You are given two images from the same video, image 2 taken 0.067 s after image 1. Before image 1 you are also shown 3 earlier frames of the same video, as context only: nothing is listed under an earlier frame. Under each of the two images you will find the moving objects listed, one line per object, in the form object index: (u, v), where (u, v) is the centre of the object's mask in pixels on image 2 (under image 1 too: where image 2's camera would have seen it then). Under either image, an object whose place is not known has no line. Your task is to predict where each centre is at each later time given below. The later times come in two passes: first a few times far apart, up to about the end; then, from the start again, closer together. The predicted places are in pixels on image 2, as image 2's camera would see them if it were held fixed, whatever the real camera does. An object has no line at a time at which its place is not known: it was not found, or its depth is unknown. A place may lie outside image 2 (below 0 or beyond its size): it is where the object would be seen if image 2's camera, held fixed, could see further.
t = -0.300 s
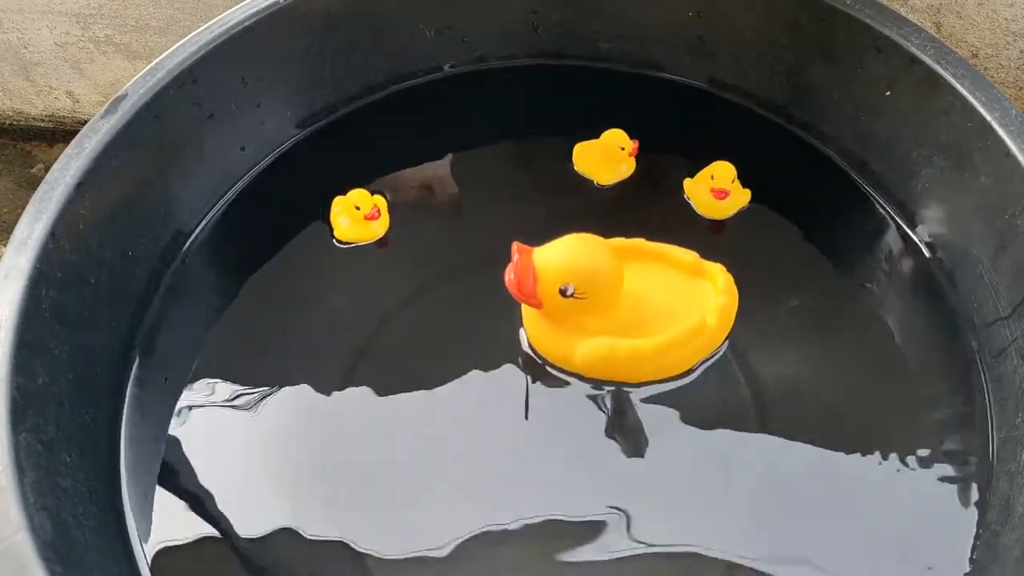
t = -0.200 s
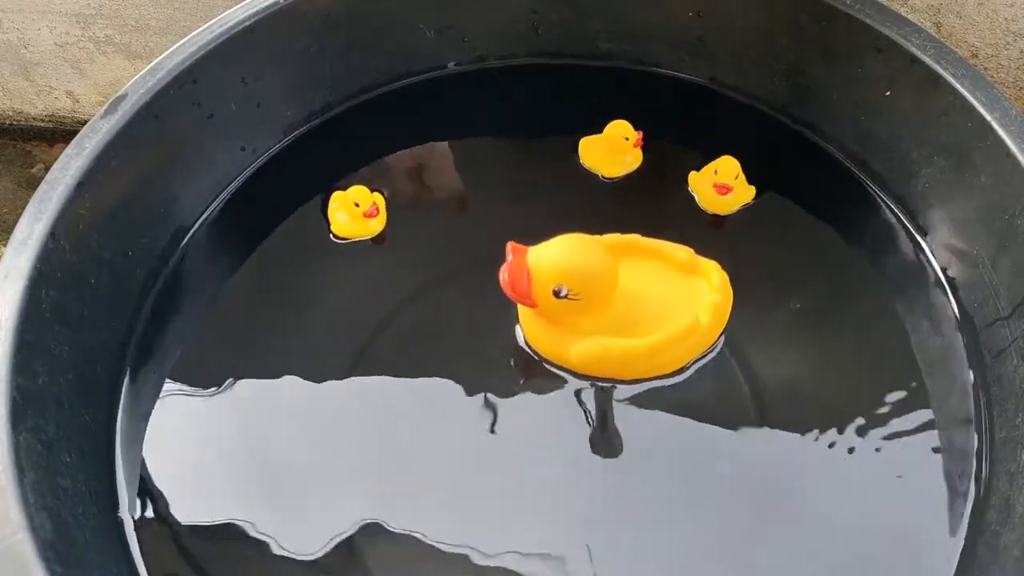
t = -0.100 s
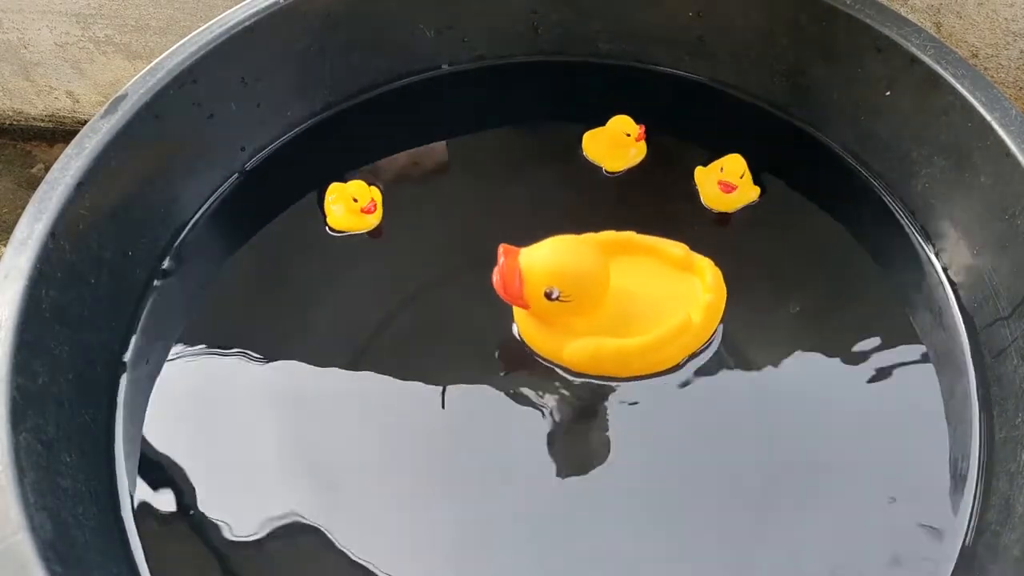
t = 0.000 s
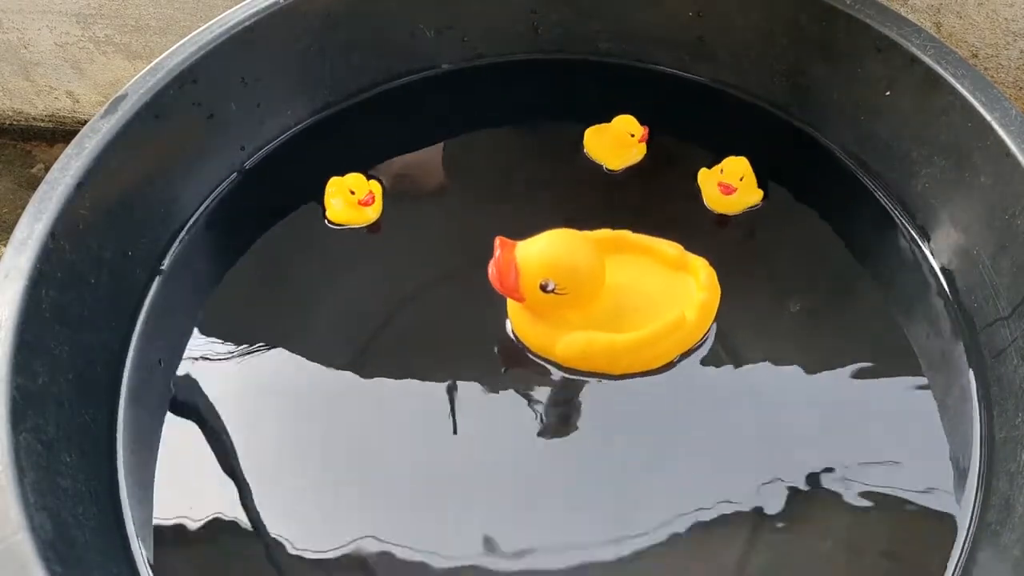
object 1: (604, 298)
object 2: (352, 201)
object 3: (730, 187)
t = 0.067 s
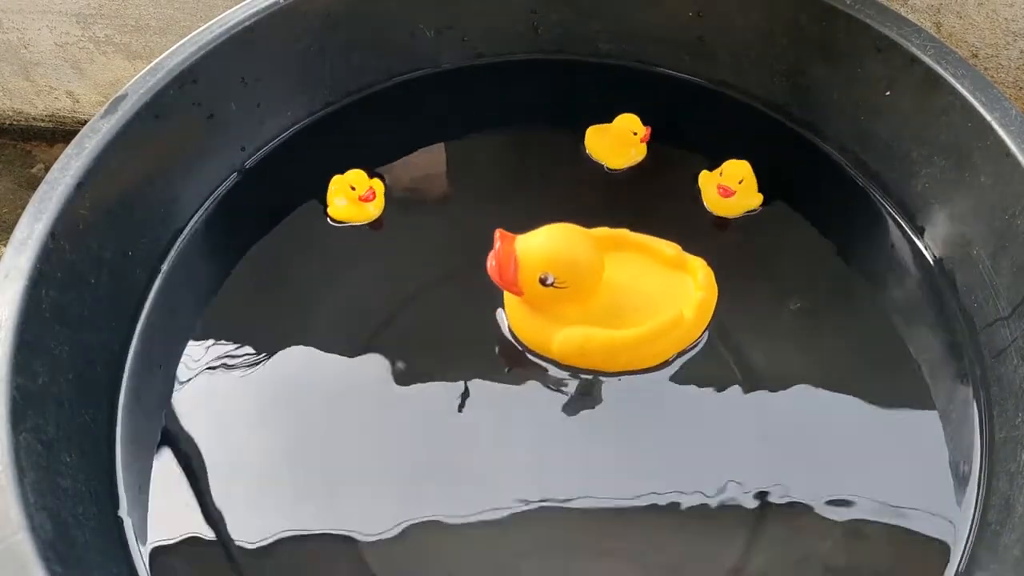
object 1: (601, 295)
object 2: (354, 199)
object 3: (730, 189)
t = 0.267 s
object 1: (603, 294)
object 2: (358, 195)
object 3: (742, 197)
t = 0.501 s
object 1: (604, 293)
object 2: (366, 194)
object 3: (764, 200)
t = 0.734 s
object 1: (592, 284)
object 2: (366, 184)
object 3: (767, 211)
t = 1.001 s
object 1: (589, 275)
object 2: (366, 167)
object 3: (779, 221)
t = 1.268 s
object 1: (594, 275)
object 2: (381, 178)
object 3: (793, 238)
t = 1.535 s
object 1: (587, 265)
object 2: (380, 155)
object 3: (791, 256)
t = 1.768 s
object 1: (587, 254)
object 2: (387, 156)
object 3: (786, 264)
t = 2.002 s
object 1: (594, 256)
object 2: (393, 147)
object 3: (795, 284)
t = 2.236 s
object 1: (598, 248)
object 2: (403, 151)
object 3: (780, 297)
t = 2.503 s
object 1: (595, 237)
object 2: (401, 131)
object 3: (771, 311)
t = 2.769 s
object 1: (607, 232)
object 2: (414, 134)
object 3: (756, 325)
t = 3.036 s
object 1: (619, 233)
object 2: (422, 132)
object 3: (752, 340)
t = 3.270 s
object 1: (616, 221)
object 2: (423, 121)
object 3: (723, 344)
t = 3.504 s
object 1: (630, 218)
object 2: (432, 116)
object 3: (717, 348)
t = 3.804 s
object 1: (647, 222)
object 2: (443, 121)
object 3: (704, 358)
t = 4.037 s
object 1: (653, 215)
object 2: (448, 108)
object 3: (689, 360)
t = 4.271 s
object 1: (664, 215)
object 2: (454, 110)
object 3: (677, 360)
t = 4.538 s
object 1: (683, 222)
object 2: (467, 104)
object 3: (675, 373)
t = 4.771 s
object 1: (695, 225)
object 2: (472, 112)
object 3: (662, 370)
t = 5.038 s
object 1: (701, 226)
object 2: (479, 90)
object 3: (650, 373)
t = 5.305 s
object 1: (724, 236)
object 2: (490, 104)
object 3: (652, 375)
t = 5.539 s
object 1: (733, 249)
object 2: (498, 97)
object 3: (648, 388)
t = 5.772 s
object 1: (737, 251)
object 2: (499, 92)
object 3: (637, 380)
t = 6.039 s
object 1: (754, 266)
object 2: (510, 91)
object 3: (640, 391)
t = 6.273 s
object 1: (763, 283)
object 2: (515, 94)
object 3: (637, 398)
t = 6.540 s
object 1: (770, 297)
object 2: (520, 89)
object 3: (631, 403)
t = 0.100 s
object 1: (601, 294)
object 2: (356, 197)
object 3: (730, 191)
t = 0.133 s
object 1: (600, 293)
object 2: (356, 196)
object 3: (731, 193)
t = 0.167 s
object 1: (600, 293)
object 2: (357, 196)
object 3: (732, 194)
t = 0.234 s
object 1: (602, 294)
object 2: (358, 195)
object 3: (738, 197)
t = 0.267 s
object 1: (603, 294)
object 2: (358, 195)
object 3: (742, 197)
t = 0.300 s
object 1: (604, 295)
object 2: (359, 195)
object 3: (747, 197)
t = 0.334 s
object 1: (605, 296)
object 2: (360, 196)
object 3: (751, 197)
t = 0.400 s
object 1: (606, 296)
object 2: (362, 196)
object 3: (759, 197)
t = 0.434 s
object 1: (605, 296)
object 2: (364, 196)
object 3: (762, 197)
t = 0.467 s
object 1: (605, 295)
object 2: (365, 195)
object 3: (763, 198)
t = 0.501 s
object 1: (604, 293)
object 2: (366, 194)
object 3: (764, 200)
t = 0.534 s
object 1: (603, 292)
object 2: (367, 193)
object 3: (764, 201)
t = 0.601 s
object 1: (599, 288)
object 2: (369, 191)
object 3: (764, 205)
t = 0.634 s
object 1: (598, 287)
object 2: (369, 190)
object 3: (764, 207)
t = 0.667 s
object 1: (596, 286)
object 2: (368, 188)
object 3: (765, 209)
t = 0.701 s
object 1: (594, 284)
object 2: (367, 186)
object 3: (766, 210)
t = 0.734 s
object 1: (592, 284)
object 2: (366, 184)
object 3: (767, 211)
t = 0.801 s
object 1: (588, 283)
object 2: (362, 178)
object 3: (769, 213)
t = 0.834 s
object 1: (587, 282)
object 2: (361, 175)
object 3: (770, 214)
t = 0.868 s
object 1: (586, 281)
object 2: (360, 172)
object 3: (772, 214)
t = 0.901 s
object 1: (587, 280)
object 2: (360, 170)
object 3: (773, 215)
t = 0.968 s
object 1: (588, 277)
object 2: (363, 167)
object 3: (777, 218)
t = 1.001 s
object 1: (589, 275)
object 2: (366, 167)
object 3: (779, 221)
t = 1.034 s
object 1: (590, 275)
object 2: (370, 168)
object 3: (781, 223)
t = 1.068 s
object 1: (591, 274)
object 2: (374, 170)
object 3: (783, 225)
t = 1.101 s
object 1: (592, 274)
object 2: (377, 173)
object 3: (784, 228)
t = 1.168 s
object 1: (594, 275)
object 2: (383, 177)
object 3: (787, 232)
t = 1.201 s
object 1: (594, 275)
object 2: (383, 179)
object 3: (789, 234)
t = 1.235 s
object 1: (594, 275)
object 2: (383, 179)
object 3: (791, 236)
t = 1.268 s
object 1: (594, 275)
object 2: (381, 178)
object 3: (793, 238)
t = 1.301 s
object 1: (595, 275)
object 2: (379, 175)
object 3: (795, 240)
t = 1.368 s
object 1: (594, 273)
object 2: (376, 168)
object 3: (797, 245)
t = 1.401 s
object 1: (593, 272)
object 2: (375, 165)
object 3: (797, 247)
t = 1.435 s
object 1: (592, 271)
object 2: (376, 162)
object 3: (796, 250)
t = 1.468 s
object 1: (591, 269)
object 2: (377, 159)
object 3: (795, 252)
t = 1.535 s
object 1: (587, 265)
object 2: (380, 155)
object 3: (791, 256)
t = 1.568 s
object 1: (586, 263)
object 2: (383, 155)
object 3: (789, 257)
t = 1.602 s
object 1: (585, 261)
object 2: (385, 155)
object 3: (788, 259)
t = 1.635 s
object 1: (584, 259)
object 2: (387, 155)
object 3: (787, 260)
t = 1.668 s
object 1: (584, 257)
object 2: (388, 156)
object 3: (786, 261)
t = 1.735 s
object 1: (585, 255)
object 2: (388, 156)
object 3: (786, 263)
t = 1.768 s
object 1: (587, 254)
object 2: (387, 156)
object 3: (786, 264)
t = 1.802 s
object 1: (588, 254)
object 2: (386, 155)
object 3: (787, 265)
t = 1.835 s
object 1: (590, 254)
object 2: (386, 154)
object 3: (788, 267)
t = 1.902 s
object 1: (593, 255)
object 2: (387, 150)
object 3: (791, 273)
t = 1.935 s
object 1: (594, 255)
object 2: (389, 148)
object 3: (793, 276)
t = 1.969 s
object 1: (594, 256)
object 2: (391, 147)
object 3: (794, 280)
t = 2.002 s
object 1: (594, 256)
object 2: (393, 147)
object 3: (795, 284)
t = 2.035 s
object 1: (594, 255)
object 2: (396, 147)
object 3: (794, 288)
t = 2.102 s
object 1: (595, 254)
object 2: (400, 149)
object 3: (790, 294)
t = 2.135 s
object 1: (596, 252)
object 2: (402, 150)
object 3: (788, 296)
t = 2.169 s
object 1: (597, 251)
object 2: (403, 151)
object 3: (785, 297)
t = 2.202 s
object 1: (598, 249)
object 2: (403, 151)
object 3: (782, 297)
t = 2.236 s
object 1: (598, 248)
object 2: (403, 151)
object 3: (780, 297)
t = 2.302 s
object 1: (599, 245)
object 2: (402, 148)
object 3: (779, 299)
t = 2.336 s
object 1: (599, 244)
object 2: (401, 146)
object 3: (778, 302)
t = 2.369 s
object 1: (598, 242)
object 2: (401, 143)
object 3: (778, 303)
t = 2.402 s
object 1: (597, 241)
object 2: (400, 139)
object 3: (778, 306)
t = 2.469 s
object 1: (595, 239)
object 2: (401, 133)
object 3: (774, 308)
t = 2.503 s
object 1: (595, 237)
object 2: (401, 131)
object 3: (771, 311)
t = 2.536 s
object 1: (595, 236)
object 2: (403, 129)
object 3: (768, 314)
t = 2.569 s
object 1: (595, 235)
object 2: (405, 129)
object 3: (765, 316)
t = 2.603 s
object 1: (596, 234)
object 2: (407, 130)
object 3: (762, 318)
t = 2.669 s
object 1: (600, 233)
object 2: (410, 132)
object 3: (757, 321)
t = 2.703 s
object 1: (602, 232)
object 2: (411, 133)
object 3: (755, 322)
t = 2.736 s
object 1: (605, 232)
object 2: (413, 134)
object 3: (755, 323)
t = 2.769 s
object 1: (607, 232)
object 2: (414, 134)
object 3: (756, 325)
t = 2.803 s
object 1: (609, 232)
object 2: (415, 134)
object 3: (757, 327)
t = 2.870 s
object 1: (614, 233)
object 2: (418, 135)
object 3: (759, 331)
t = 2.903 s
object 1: (615, 233)
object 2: (420, 135)
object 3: (759, 333)
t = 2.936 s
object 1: (617, 234)
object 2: (421, 134)
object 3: (759, 336)
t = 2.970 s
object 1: (618, 234)
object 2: (421, 134)
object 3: (758, 337)
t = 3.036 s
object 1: (619, 233)
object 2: (422, 132)
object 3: (752, 340)
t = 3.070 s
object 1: (619, 231)
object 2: (422, 131)
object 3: (747, 340)
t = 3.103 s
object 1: (618, 229)
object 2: (423, 130)
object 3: (742, 342)
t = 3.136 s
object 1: (617, 227)
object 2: (423, 129)
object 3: (737, 343)
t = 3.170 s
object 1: (616, 225)
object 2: (423, 127)
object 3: (732, 343)
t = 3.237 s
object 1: (616, 222)
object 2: (423, 123)
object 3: (725, 346)
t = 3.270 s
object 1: (616, 221)
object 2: (423, 121)
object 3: (723, 344)
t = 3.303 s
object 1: (617, 220)
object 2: (424, 119)
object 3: (721, 343)
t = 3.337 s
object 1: (619, 219)
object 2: (424, 117)
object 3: (721, 343)
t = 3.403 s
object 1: (623, 219)
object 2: (427, 115)
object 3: (718, 345)
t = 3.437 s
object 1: (626, 219)
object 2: (428, 115)
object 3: (718, 346)
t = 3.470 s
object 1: (628, 218)
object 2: (430, 115)
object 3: (718, 347)
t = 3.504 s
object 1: (630, 218)
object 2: (432, 116)
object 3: (717, 348)
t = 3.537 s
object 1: (632, 218)
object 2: (434, 117)
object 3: (716, 349)
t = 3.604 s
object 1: (637, 218)
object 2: (438, 121)
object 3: (714, 350)
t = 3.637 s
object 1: (639, 219)
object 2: (440, 122)
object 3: (712, 350)
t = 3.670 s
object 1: (641, 219)
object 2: (441, 123)
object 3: (710, 352)
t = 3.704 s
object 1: (643, 220)
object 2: (442, 124)
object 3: (709, 353)
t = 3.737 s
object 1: (644, 221)
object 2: (443, 124)
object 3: (707, 354)
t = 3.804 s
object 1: (647, 222)
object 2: (443, 121)
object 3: (704, 358)
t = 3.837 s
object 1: (647, 222)
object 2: (443, 119)
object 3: (703, 360)
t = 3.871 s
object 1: (648, 222)
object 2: (443, 117)
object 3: (701, 361)
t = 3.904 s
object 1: (649, 221)
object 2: (443, 114)
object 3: (699, 361)
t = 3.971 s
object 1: (651, 218)
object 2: (445, 110)
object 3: (695, 361)
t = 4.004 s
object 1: (652, 217)
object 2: (446, 109)
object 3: (693, 360)
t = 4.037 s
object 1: (653, 215)
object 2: (448, 108)
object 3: (689, 360)
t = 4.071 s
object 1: (654, 214)
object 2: (449, 108)
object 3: (686, 359)
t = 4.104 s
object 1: (656, 213)
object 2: (451, 109)
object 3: (684, 358)
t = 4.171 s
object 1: (659, 213)
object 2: (453, 111)
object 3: (680, 358)
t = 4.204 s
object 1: (661, 213)
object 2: (454, 111)
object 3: (679, 358)
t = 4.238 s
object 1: (662, 214)
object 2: (454, 111)
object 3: (677, 359)
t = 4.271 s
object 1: (664, 215)
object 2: (454, 110)
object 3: (677, 360)
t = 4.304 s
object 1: (666, 216)
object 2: (454, 109)
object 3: (677, 361)
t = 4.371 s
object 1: (670, 218)
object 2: (455, 106)
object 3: (676, 364)
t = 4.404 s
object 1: (672, 219)
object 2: (457, 104)
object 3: (676, 365)
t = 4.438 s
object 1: (675, 220)
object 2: (459, 103)
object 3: (677, 367)
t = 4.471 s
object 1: (678, 221)
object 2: (461, 102)
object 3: (676, 370)
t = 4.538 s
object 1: (683, 222)
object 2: (467, 104)
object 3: (675, 373)
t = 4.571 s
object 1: (685, 223)
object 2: (470, 105)
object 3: (674, 375)
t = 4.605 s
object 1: (687, 223)
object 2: (473, 107)
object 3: (673, 373)
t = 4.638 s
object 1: (689, 224)
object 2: (474, 110)
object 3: (671, 373)
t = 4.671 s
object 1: (691, 224)
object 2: (474, 112)
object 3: (669, 372)
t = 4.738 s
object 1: (694, 224)
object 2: (473, 113)
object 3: (664, 371)
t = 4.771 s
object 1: (695, 225)
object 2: (472, 112)
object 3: (662, 370)
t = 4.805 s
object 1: (696, 225)
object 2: (472, 110)
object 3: (661, 370)
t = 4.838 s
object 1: (697, 225)
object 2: (471, 107)
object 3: (659, 370)
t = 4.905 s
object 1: (698, 226)
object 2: (471, 99)
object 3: (656, 371)
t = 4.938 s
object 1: (698, 226)
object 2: (473, 96)
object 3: (655, 371)
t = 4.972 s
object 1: (699, 226)
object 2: (474, 93)
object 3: (653, 372)
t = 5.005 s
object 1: (700, 226)
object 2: (477, 91)
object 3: (652, 373)
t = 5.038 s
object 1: (701, 226)
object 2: (479, 90)
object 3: (650, 373)
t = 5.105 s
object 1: (705, 227)
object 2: (484, 92)
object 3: (649, 374)
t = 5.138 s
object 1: (708, 227)
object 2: (485, 95)
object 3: (649, 373)
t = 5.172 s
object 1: (711, 228)
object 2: (487, 97)
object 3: (650, 373)
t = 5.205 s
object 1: (714, 230)
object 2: (488, 100)
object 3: (649, 374)
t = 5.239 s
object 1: (717, 231)
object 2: (488, 102)
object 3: (649, 374)
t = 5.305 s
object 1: (724, 236)
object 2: (490, 104)
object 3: (652, 375)
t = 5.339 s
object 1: (726, 239)
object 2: (491, 104)
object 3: (653, 376)
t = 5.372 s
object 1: (728, 241)
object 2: (492, 103)
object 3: (654, 378)
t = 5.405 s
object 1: (730, 244)
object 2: (493, 102)
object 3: (654, 380)
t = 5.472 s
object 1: (732, 248)
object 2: (496, 99)
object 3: (652, 385)
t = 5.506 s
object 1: (733, 249)
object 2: (497, 98)
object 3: (650, 387)
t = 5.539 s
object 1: (733, 249)
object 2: (498, 97)
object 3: (648, 388)
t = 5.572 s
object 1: (733, 249)
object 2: (498, 96)
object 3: (647, 387)
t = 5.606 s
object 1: (733, 250)
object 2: (498, 96)
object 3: (644, 386)
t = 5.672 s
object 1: (734, 250)
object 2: (498, 95)
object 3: (640, 384)
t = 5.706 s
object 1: (734, 250)
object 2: (498, 94)
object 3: (639, 382)
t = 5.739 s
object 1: (735, 250)
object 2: (498, 93)
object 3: (638, 381)
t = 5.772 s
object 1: (737, 251)
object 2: (499, 92)
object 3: (637, 380)
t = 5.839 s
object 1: (740, 254)
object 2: (500, 90)
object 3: (637, 380)
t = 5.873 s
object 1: (743, 256)
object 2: (502, 89)
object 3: (637, 381)
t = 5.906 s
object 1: (745, 258)
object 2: (503, 89)
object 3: (637, 382)
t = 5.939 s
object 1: (748, 260)
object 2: (505, 89)
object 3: (638, 384)
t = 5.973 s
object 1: (750, 262)
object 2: (507, 89)
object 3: (639, 386)
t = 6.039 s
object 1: (754, 266)
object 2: (510, 91)
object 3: (640, 391)
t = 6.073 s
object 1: (756, 269)
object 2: (511, 92)
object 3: (640, 393)
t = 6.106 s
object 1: (757, 271)
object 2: (512, 93)
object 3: (640, 395)
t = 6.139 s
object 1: (759, 274)
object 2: (512, 94)
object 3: (640, 396)
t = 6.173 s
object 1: (760, 276)
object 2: (513, 95)
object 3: (639, 397)
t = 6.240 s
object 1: (762, 281)
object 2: (514, 95)
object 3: (638, 398)
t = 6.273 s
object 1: (763, 283)
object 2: (515, 94)
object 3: (637, 398)
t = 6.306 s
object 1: (764, 285)
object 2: (516, 94)
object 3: (636, 398)
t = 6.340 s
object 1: (764, 287)
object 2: (517, 93)
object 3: (634, 399)
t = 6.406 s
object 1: (766, 291)
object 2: (518, 91)
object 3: (632, 401)
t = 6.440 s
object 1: (767, 293)
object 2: (519, 91)
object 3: (632, 402)
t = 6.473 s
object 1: (768, 295)
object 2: (520, 90)
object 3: (631, 403)
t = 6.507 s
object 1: (769, 296)
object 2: (520, 90)
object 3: (631, 403)
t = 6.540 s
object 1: (770, 297)
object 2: (520, 89)
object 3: (631, 403)
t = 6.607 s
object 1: (772, 299)
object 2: (520, 88)
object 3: (630, 402)
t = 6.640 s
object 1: (772, 300)
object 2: (520, 87)
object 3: (629, 402)
